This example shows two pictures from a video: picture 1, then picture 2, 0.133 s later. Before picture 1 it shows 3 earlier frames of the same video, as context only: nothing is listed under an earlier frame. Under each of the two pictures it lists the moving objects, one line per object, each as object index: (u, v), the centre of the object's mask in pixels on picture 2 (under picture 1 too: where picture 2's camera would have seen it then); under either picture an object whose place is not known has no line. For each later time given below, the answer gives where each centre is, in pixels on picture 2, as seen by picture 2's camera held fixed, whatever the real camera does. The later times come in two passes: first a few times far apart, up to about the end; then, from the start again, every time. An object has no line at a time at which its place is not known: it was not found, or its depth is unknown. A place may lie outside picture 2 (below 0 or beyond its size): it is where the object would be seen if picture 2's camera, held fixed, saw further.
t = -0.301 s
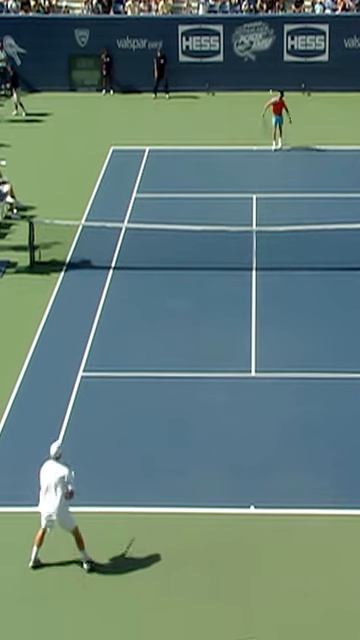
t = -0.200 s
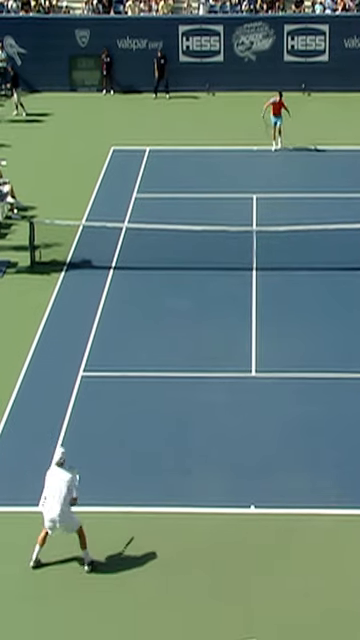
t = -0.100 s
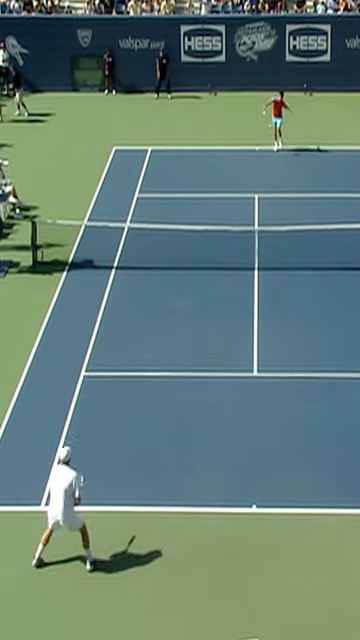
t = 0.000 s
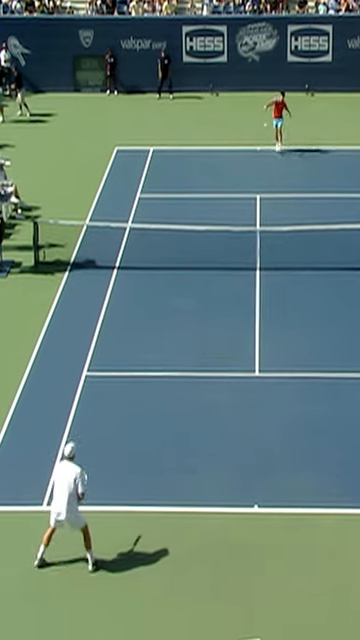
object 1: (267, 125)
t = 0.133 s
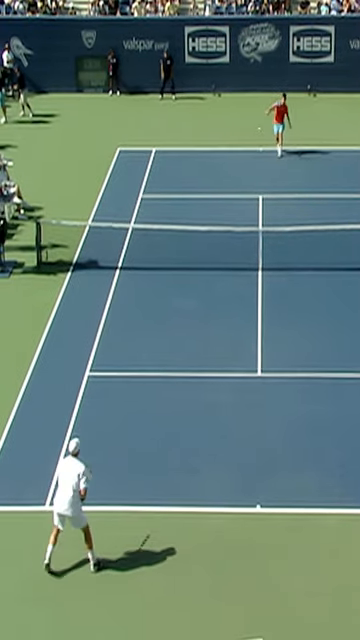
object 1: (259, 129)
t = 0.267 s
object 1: (250, 140)
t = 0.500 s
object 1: (234, 184)
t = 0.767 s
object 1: (212, 274)
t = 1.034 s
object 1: (194, 295)
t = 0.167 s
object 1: (256, 131)
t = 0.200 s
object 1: (255, 133)
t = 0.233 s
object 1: (252, 137)
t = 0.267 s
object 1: (250, 140)
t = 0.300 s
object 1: (248, 146)
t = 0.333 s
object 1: (245, 150)
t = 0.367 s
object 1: (243, 156)
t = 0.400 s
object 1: (241, 162)
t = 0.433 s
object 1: (239, 169)
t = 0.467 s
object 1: (236, 176)
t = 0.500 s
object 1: (234, 184)
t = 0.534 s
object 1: (231, 193)
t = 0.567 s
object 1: (228, 203)
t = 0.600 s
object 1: (226, 212)
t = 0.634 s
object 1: (223, 224)
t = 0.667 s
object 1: (221, 235)
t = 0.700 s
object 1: (218, 247)
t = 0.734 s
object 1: (215, 260)
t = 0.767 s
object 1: (212, 274)
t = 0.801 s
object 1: (209, 289)
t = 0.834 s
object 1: (206, 304)
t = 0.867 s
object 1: (204, 310)
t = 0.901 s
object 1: (202, 306)
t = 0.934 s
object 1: (200, 302)
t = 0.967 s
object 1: (198, 299)
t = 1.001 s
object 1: (196, 297)
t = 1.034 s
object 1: (194, 295)
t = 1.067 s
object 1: (193, 294)
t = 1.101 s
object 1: (191, 294)
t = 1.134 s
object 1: (189, 293)
